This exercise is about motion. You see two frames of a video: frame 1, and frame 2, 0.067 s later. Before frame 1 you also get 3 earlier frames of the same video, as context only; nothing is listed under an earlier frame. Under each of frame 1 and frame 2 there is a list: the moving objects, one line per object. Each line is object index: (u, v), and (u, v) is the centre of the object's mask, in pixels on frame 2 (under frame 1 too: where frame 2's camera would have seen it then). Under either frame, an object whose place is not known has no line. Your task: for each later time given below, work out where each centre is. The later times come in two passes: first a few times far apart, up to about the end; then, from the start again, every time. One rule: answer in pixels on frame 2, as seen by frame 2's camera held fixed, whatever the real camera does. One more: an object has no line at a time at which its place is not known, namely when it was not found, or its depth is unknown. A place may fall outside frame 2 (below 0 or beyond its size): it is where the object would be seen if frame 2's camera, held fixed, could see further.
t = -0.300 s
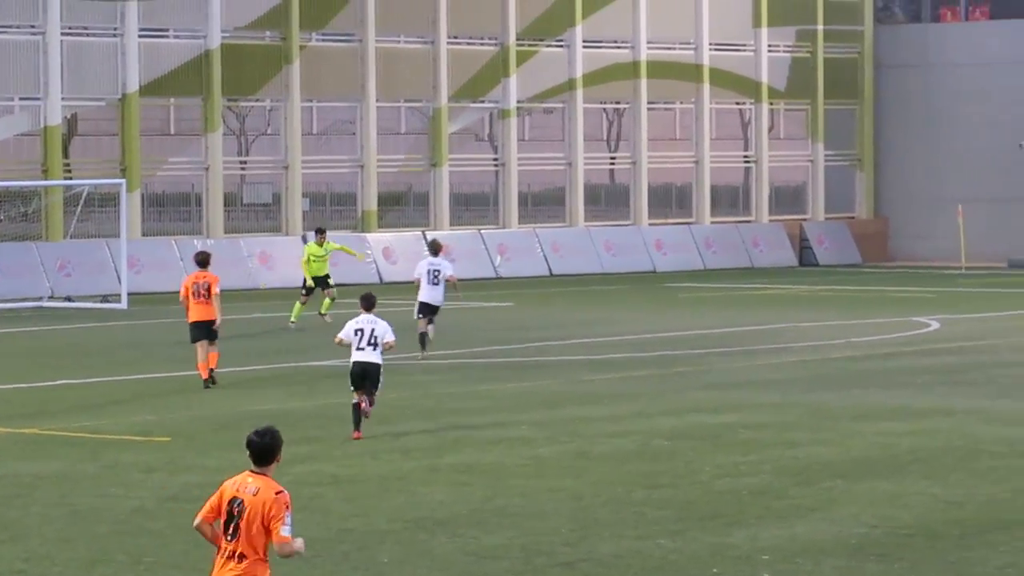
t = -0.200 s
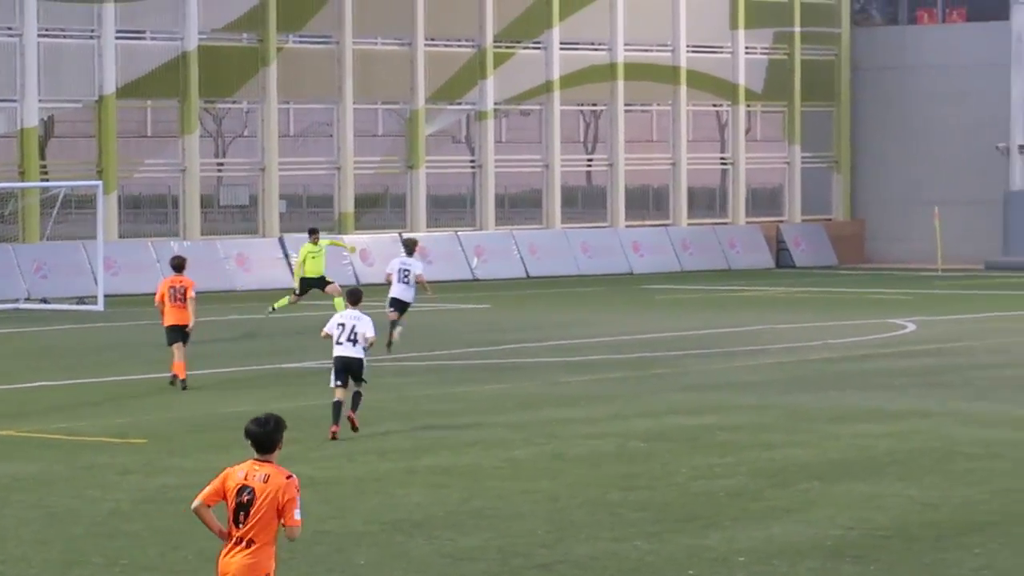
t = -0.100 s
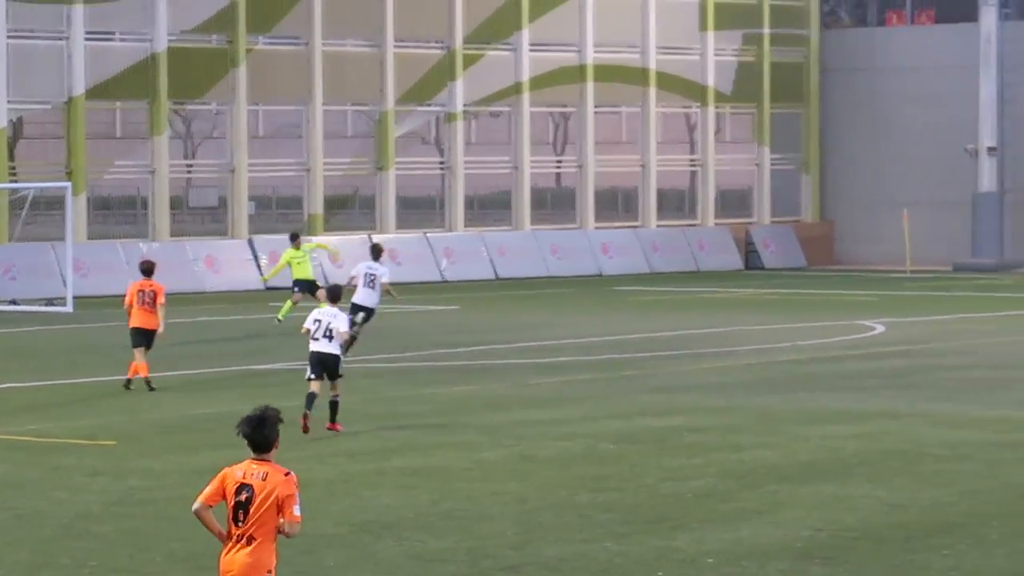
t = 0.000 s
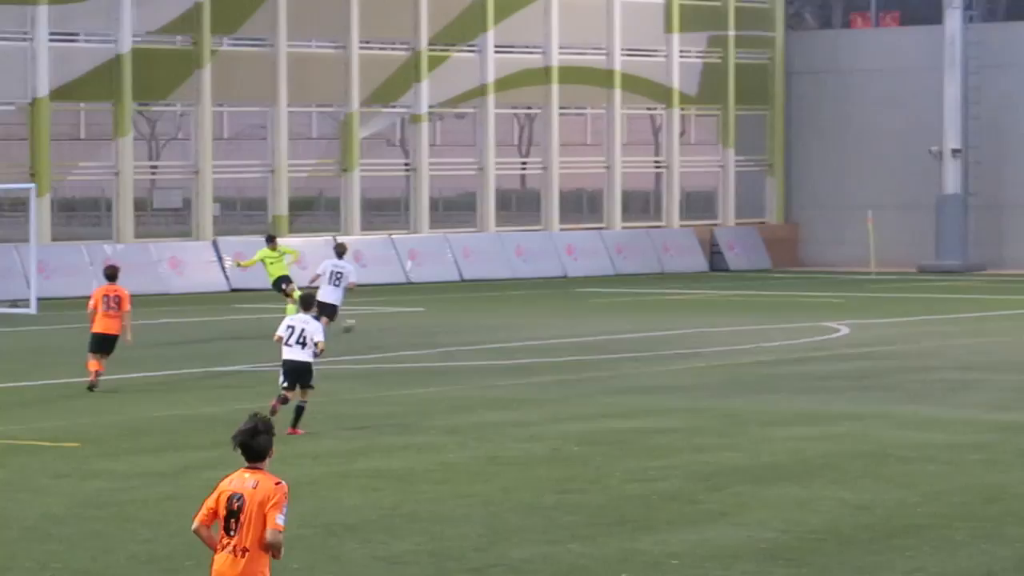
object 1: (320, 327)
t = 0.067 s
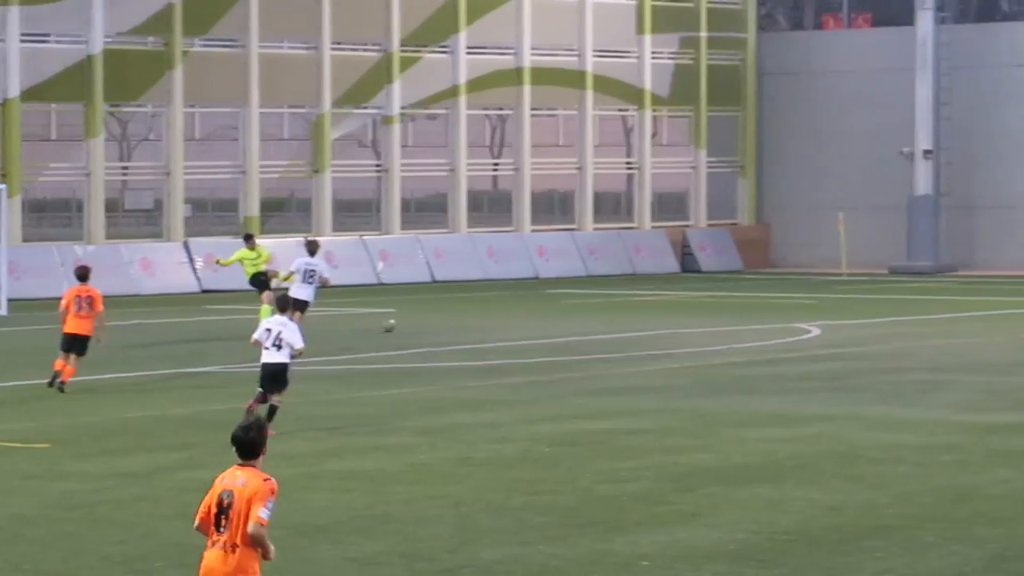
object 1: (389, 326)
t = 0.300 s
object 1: (592, 320)
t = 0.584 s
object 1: (777, 316)
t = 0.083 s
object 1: (405, 324)
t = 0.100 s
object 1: (421, 324)
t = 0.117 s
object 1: (436, 324)
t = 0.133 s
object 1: (452, 324)
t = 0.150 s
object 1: (467, 324)
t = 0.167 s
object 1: (482, 324)
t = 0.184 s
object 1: (497, 323)
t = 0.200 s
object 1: (511, 322)
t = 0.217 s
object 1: (525, 321)
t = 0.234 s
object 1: (539, 321)
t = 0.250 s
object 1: (552, 320)
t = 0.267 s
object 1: (566, 320)
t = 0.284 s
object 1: (580, 321)
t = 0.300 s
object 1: (592, 320)
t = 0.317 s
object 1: (606, 321)
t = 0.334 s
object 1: (619, 321)
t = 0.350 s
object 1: (630, 320)
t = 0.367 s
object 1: (641, 319)
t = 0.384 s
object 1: (653, 318)
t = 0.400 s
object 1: (664, 318)
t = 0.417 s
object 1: (675, 318)
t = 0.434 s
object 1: (686, 318)
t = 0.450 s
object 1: (697, 318)
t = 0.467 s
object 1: (708, 318)
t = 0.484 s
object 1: (719, 319)
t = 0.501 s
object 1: (730, 320)
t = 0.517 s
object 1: (740, 320)
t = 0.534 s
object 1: (749, 318)
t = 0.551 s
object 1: (758, 317)
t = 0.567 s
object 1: (767, 317)
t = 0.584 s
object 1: (777, 316)
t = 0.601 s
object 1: (786, 316)
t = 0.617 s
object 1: (795, 315)
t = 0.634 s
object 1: (804, 315)
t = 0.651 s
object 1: (813, 316)
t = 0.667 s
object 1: (823, 316)
